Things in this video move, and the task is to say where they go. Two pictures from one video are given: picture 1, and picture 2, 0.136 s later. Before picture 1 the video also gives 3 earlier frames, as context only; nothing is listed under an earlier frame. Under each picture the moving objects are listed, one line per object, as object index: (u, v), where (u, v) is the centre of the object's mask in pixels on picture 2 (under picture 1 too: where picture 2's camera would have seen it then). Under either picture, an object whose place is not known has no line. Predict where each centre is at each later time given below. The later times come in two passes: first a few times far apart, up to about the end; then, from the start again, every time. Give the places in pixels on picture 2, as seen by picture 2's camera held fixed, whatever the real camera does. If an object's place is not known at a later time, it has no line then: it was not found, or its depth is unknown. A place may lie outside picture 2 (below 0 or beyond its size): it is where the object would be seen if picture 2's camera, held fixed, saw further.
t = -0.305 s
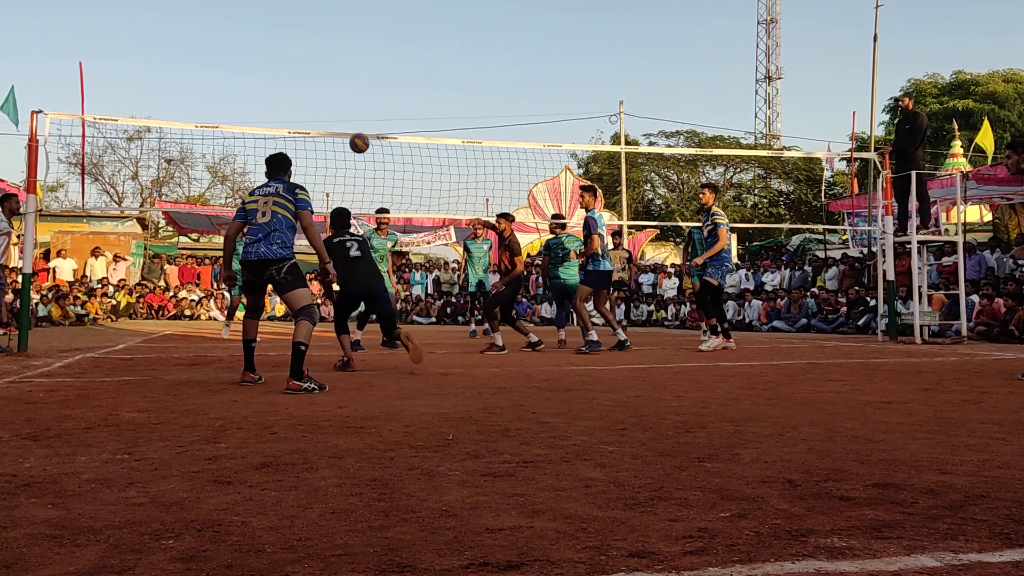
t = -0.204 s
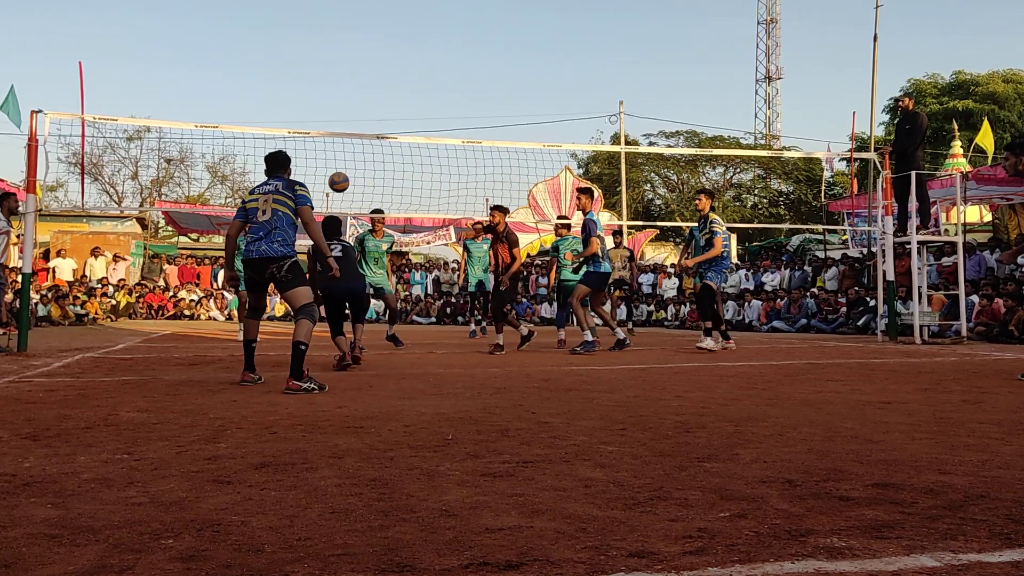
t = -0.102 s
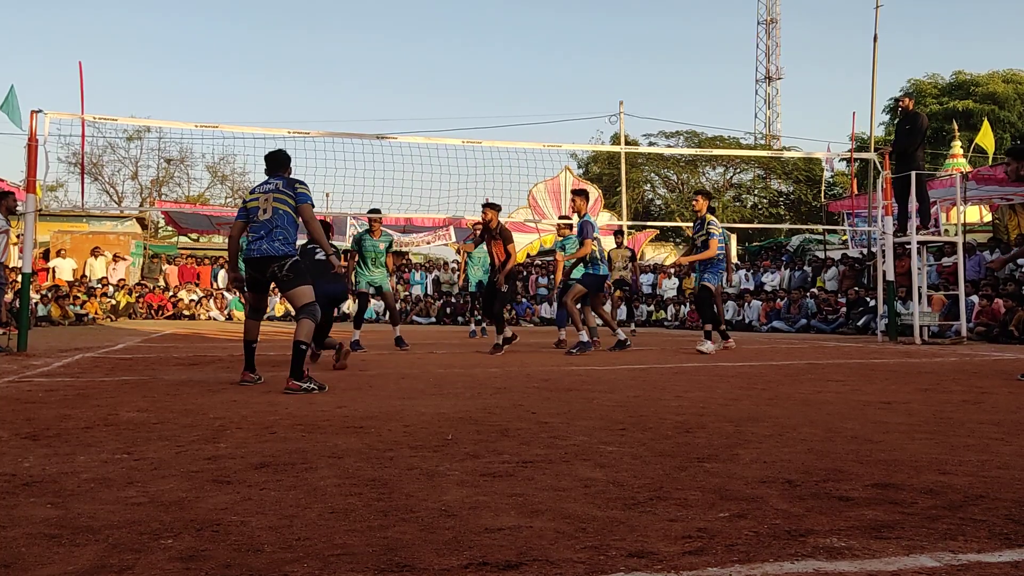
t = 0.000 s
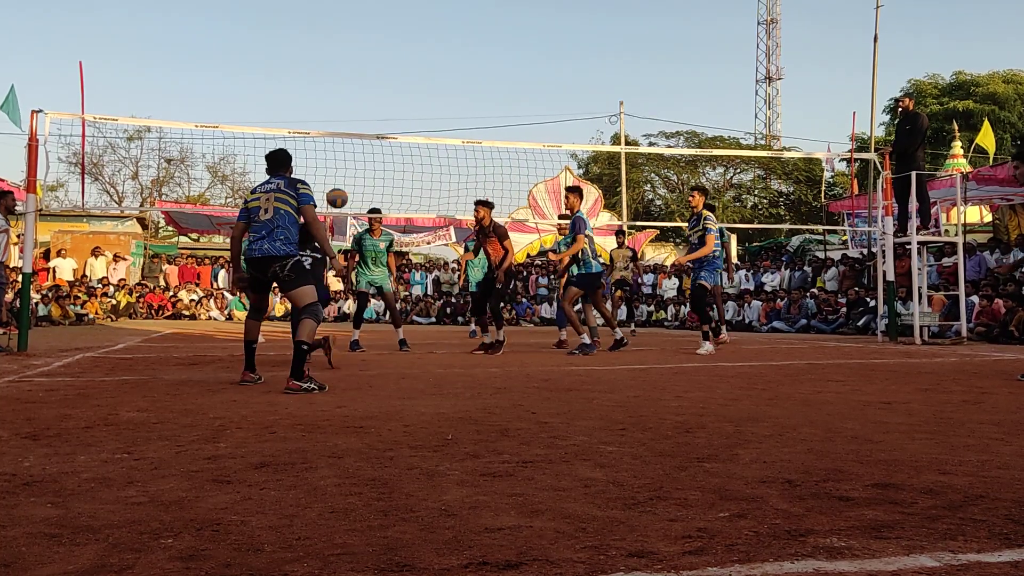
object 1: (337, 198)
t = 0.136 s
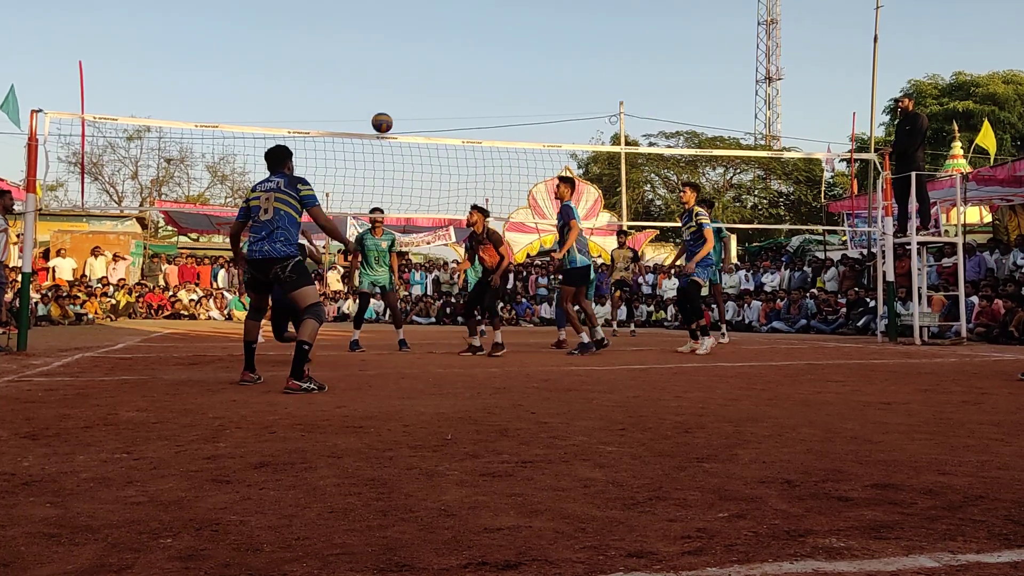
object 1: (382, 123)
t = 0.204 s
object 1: (404, 92)
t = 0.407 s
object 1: (470, 28)
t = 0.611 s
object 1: (533, 5)
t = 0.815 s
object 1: (596, 17)
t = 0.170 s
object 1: (393, 107)
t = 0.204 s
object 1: (404, 92)
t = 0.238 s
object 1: (415, 78)
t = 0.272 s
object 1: (426, 66)
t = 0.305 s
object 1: (437, 55)
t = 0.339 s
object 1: (448, 45)
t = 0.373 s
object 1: (459, 35)
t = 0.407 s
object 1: (470, 28)
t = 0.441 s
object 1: (480, 21)
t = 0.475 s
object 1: (491, 15)
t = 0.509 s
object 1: (502, 10)
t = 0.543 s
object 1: (512, 8)
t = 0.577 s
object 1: (523, 6)
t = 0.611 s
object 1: (533, 5)
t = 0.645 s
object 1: (544, 5)
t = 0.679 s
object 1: (555, 5)
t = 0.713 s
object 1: (565, 7)
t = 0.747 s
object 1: (575, 8)
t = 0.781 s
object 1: (586, 12)
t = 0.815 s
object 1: (596, 17)
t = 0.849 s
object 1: (606, 23)
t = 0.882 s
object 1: (616, 30)
